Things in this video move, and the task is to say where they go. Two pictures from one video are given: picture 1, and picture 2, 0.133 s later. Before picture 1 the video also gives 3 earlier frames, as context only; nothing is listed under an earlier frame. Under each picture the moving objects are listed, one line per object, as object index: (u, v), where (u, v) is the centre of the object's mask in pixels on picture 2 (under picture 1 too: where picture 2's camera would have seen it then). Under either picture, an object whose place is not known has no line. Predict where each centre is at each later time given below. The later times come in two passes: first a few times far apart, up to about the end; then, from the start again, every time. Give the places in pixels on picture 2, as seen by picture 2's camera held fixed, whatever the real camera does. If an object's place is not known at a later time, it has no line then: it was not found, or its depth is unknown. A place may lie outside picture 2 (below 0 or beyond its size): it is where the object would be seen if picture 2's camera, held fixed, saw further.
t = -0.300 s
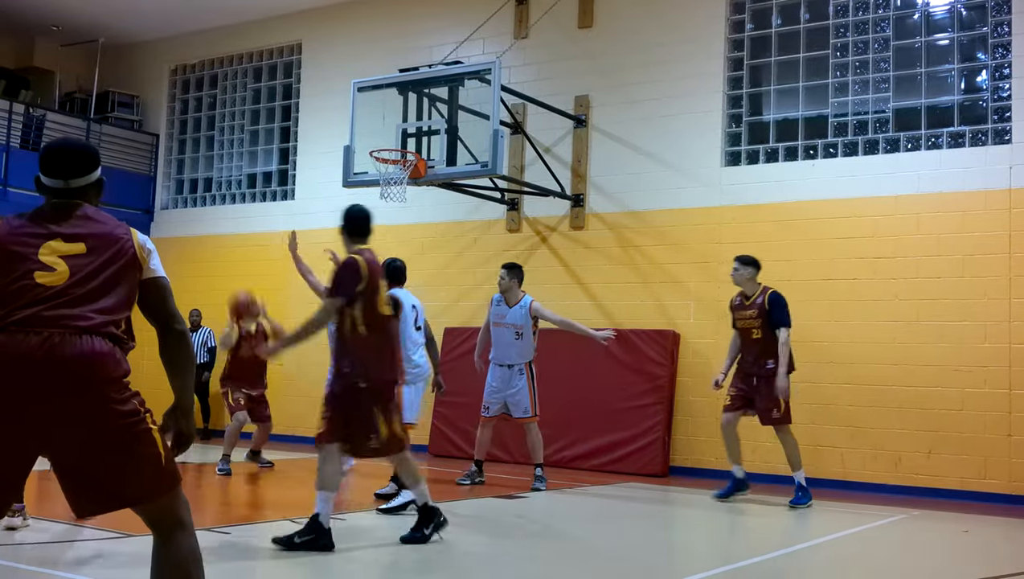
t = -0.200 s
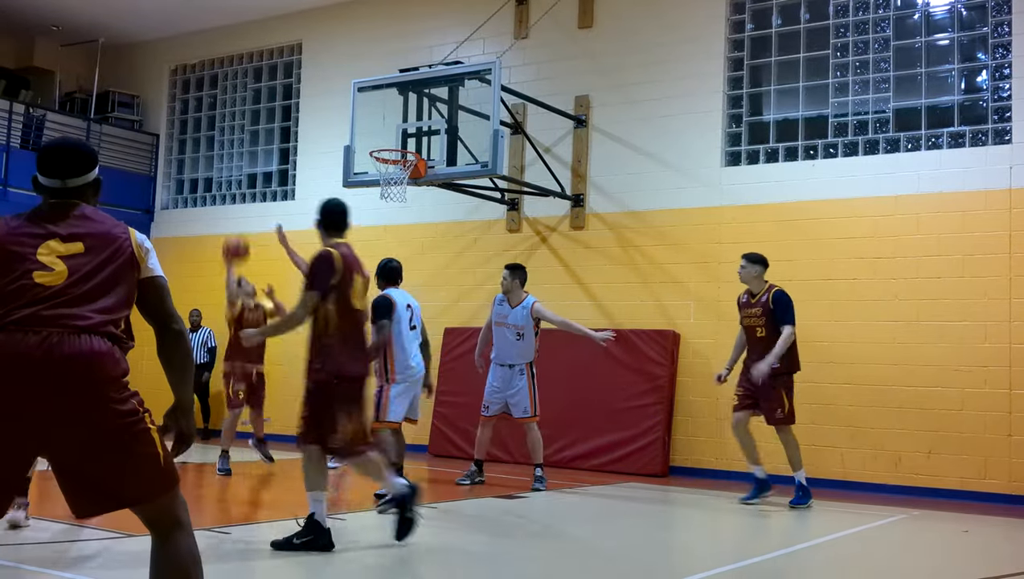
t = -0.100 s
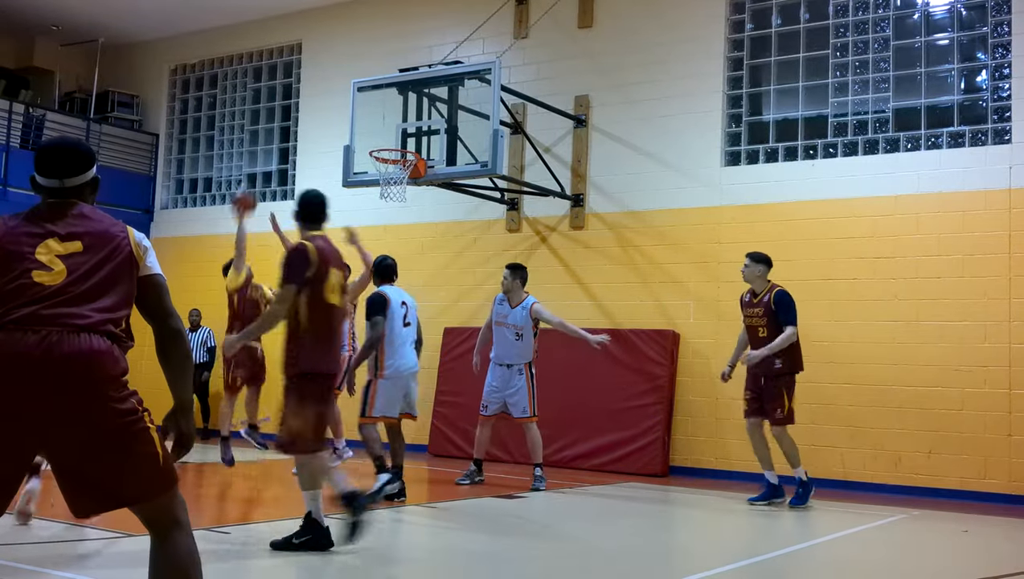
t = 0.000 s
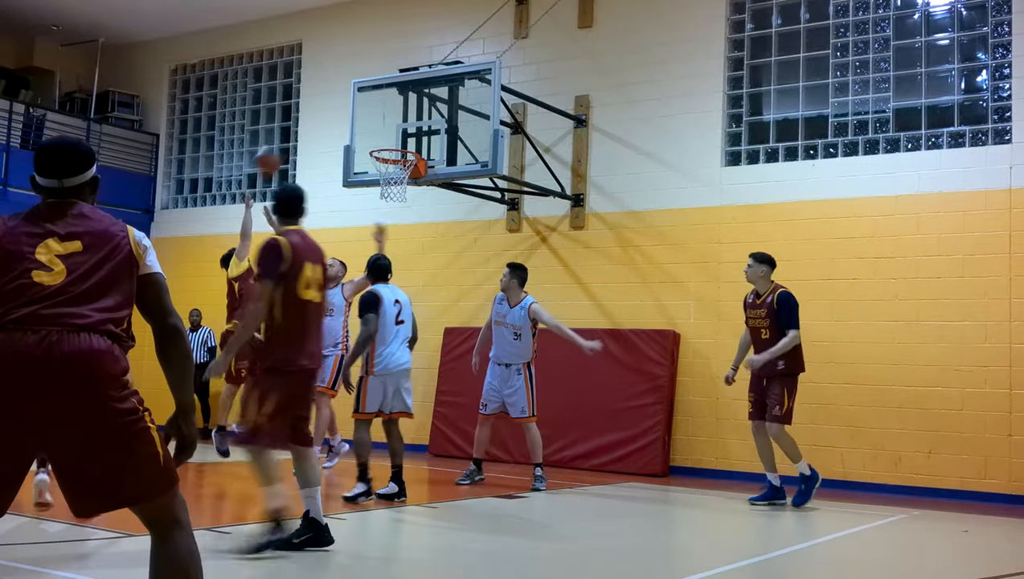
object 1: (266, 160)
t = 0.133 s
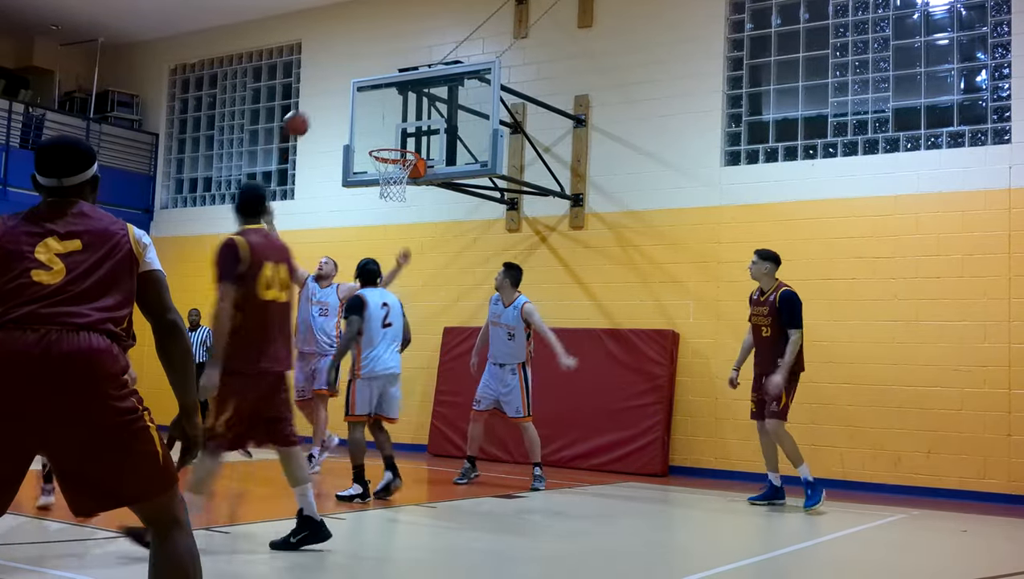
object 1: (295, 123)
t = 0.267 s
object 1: (323, 106)
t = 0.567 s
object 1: (379, 130)
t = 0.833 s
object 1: (395, 168)
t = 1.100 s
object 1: (371, 217)
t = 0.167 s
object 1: (303, 117)
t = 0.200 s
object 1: (310, 112)
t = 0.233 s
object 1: (317, 108)
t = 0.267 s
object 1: (323, 106)
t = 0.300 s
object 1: (330, 104)
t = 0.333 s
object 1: (336, 104)
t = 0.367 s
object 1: (343, 104)
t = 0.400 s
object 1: (349, 106)
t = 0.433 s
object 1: (355, 109)
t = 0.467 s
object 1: (361, 113)
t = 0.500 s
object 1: (368, 117)
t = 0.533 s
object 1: (374, 124)
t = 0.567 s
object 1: (379, 130)
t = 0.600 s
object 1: (386, 139)
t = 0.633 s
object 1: (390, 148)
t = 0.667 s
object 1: (395, 152)
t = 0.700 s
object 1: (399, 154)
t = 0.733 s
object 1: (402, 157)
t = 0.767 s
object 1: (401, 160)
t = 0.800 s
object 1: (398, 163)
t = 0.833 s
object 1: (395, 168)
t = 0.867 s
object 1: (388, 175)
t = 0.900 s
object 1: (386, 180)
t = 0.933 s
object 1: (382, 184)
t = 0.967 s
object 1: (380, 192)
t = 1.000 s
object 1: (378, 195)
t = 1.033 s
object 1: (375, 201)
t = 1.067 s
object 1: (374, 208)
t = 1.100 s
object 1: (371, 217)
